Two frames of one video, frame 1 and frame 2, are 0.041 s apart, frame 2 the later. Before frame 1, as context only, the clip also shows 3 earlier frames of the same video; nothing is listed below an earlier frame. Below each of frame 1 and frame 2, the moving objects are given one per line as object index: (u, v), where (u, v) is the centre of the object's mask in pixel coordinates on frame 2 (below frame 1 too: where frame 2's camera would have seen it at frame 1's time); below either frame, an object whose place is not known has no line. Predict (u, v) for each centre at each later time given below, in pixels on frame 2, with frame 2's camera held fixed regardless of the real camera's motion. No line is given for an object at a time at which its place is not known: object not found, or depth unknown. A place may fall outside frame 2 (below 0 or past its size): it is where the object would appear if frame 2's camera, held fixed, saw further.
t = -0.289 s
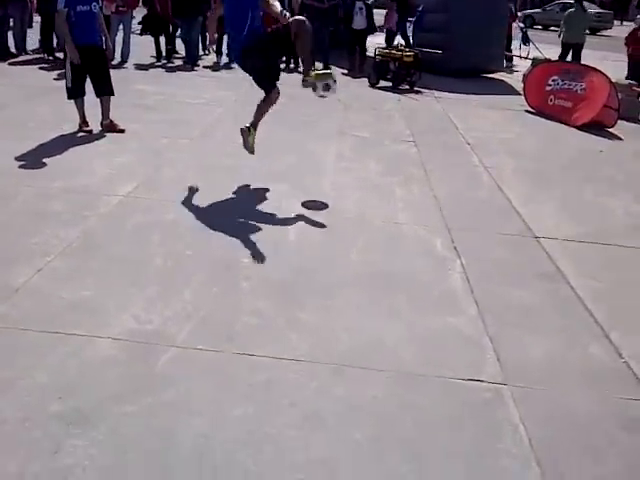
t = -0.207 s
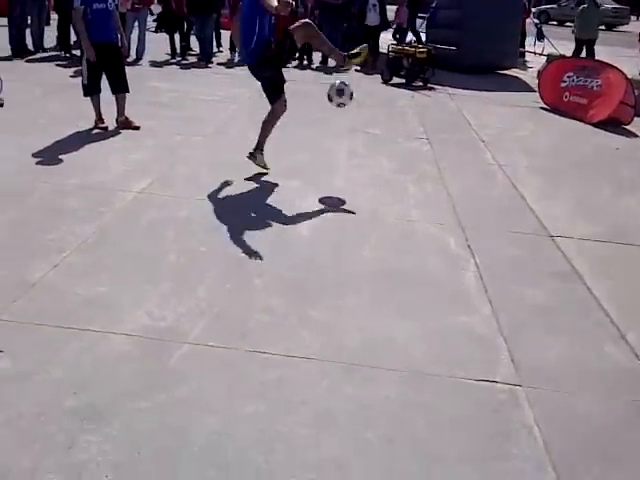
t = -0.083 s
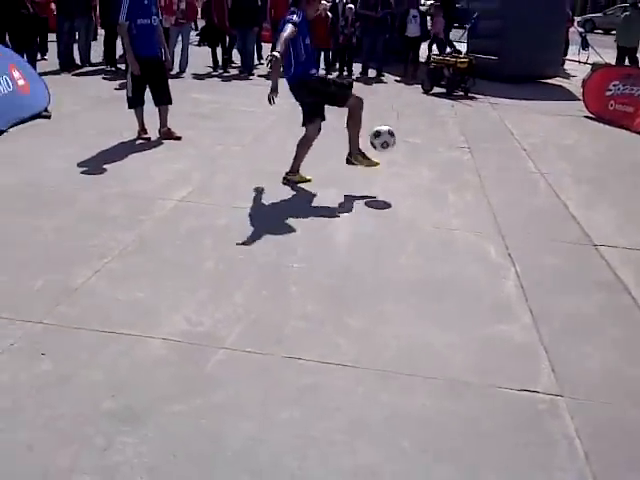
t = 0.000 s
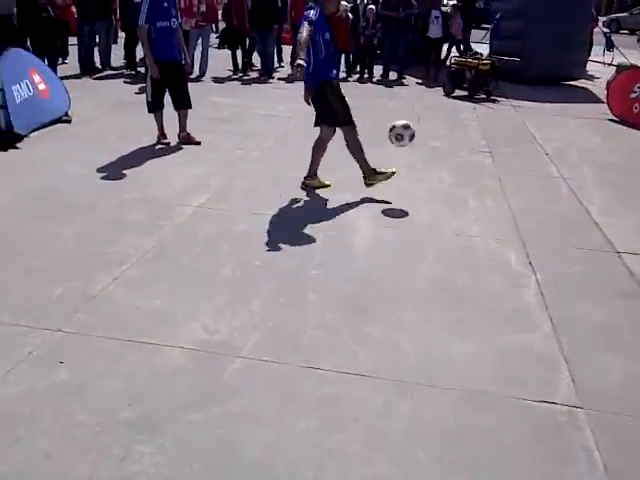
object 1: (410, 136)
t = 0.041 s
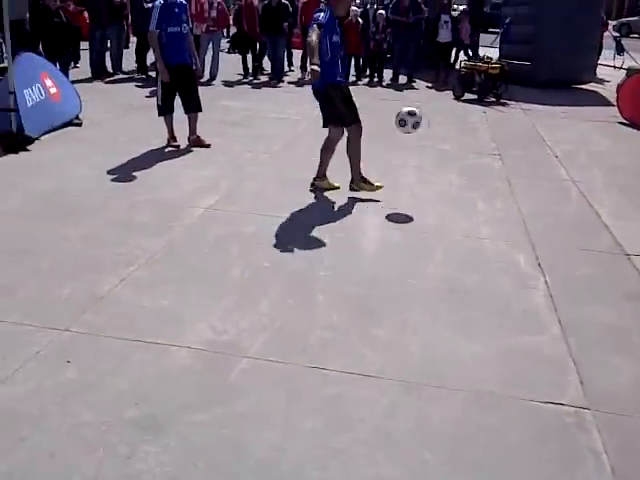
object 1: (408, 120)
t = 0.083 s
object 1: (406, 105)
